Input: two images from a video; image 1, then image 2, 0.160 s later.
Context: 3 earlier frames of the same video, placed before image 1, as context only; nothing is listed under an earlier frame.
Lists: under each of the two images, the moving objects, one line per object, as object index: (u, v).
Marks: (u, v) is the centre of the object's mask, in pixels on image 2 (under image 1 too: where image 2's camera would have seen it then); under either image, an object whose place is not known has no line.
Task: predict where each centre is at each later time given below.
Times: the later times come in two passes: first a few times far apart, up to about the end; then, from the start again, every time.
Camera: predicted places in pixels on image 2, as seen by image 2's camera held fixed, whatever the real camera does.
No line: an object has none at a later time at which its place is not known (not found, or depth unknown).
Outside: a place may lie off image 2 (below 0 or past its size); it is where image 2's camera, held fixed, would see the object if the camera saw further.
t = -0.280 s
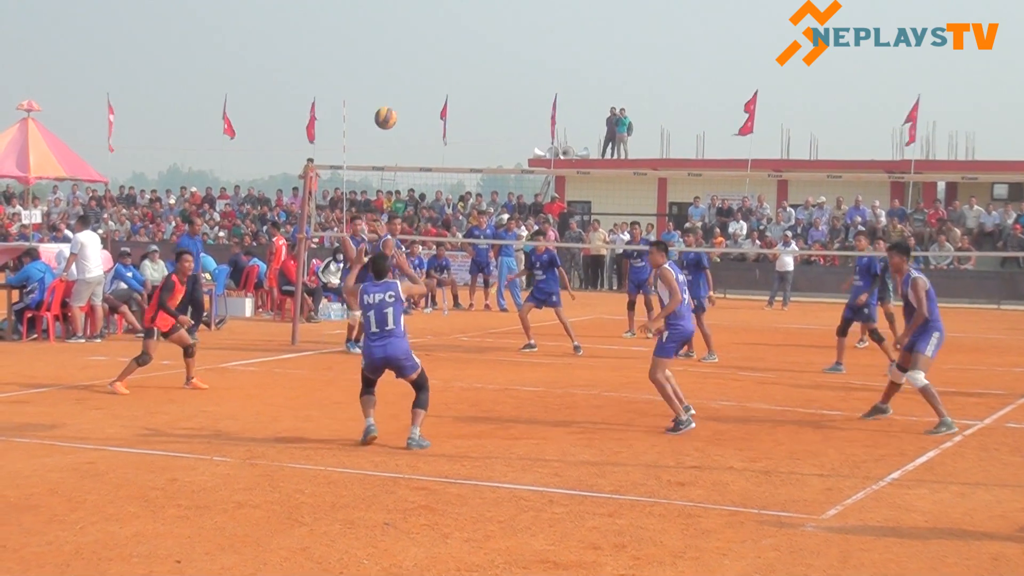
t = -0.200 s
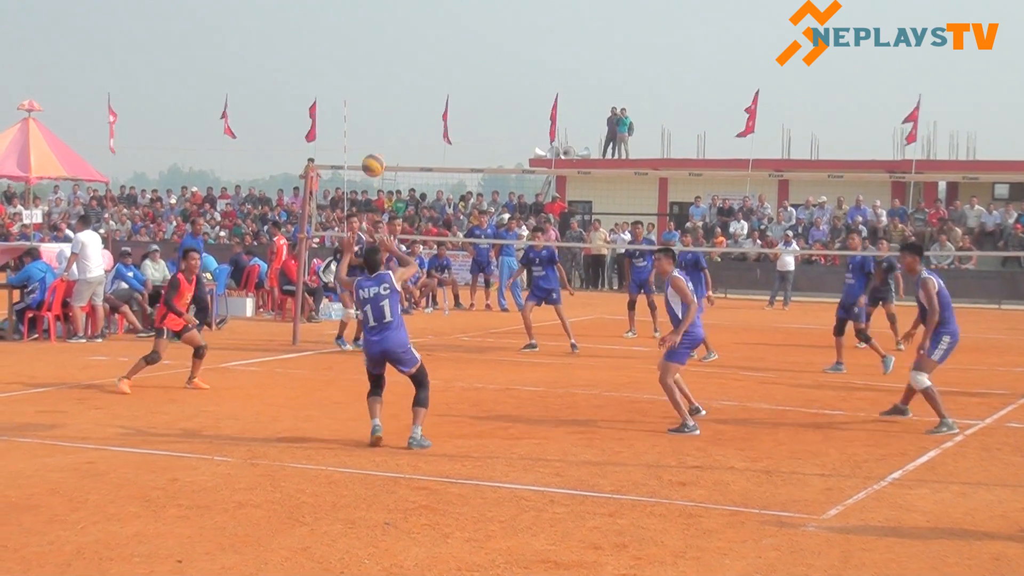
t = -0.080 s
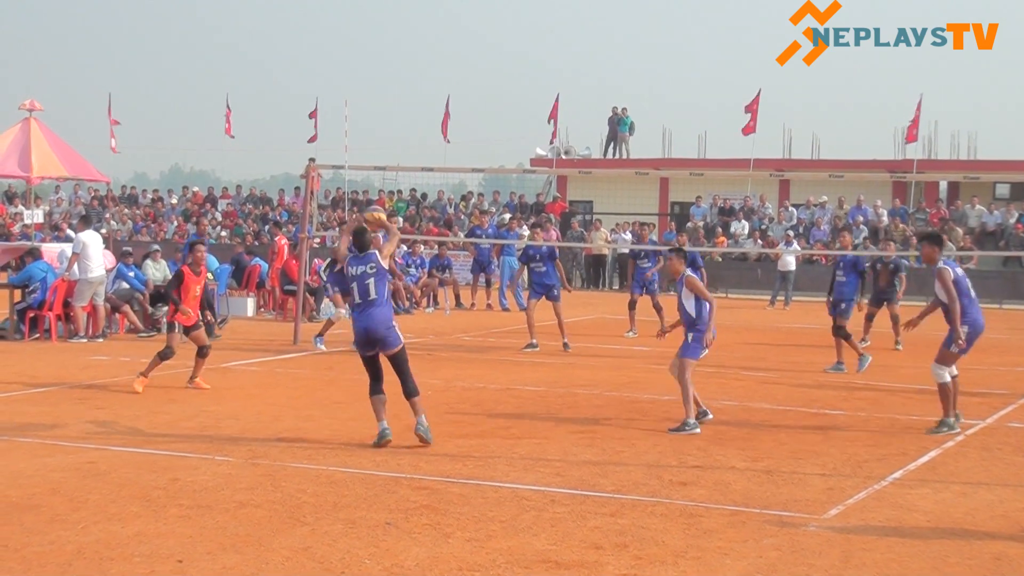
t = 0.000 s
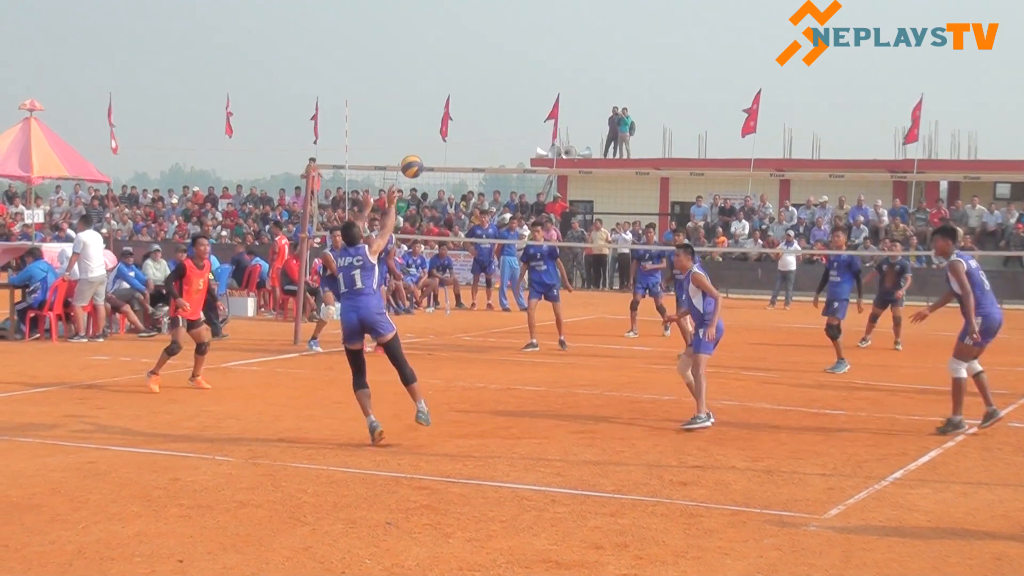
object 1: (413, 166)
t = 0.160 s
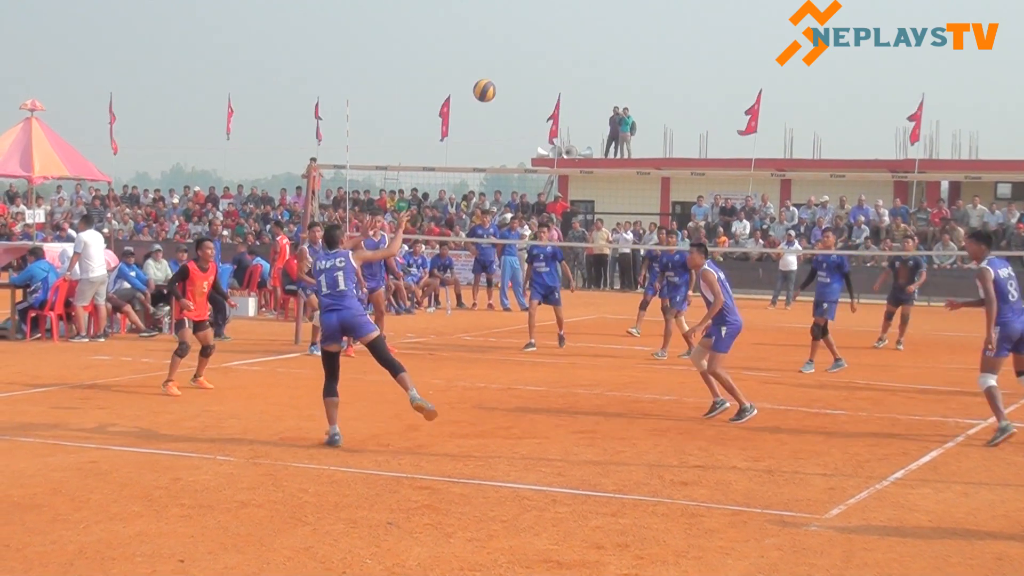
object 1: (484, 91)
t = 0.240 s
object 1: (518, 65)
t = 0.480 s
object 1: (612, 36)
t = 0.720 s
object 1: (691, 71)
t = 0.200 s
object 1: (501, 77)
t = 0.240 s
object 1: (518, 65)
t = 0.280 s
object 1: (535, 55)
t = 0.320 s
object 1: (551, 48)
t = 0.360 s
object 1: (567, 42)
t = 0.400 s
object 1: (582, 38)
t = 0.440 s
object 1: (597, 36)
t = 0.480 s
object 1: (612, 36)
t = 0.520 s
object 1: (626, 38)
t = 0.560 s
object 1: (639, 41)
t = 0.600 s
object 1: (653, 46)
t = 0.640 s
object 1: (666, 53)
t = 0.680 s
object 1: (678, 61)
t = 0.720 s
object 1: (691, 71)
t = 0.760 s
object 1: (703, 82)
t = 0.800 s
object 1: (715, 95)
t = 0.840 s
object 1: (726, 110)
